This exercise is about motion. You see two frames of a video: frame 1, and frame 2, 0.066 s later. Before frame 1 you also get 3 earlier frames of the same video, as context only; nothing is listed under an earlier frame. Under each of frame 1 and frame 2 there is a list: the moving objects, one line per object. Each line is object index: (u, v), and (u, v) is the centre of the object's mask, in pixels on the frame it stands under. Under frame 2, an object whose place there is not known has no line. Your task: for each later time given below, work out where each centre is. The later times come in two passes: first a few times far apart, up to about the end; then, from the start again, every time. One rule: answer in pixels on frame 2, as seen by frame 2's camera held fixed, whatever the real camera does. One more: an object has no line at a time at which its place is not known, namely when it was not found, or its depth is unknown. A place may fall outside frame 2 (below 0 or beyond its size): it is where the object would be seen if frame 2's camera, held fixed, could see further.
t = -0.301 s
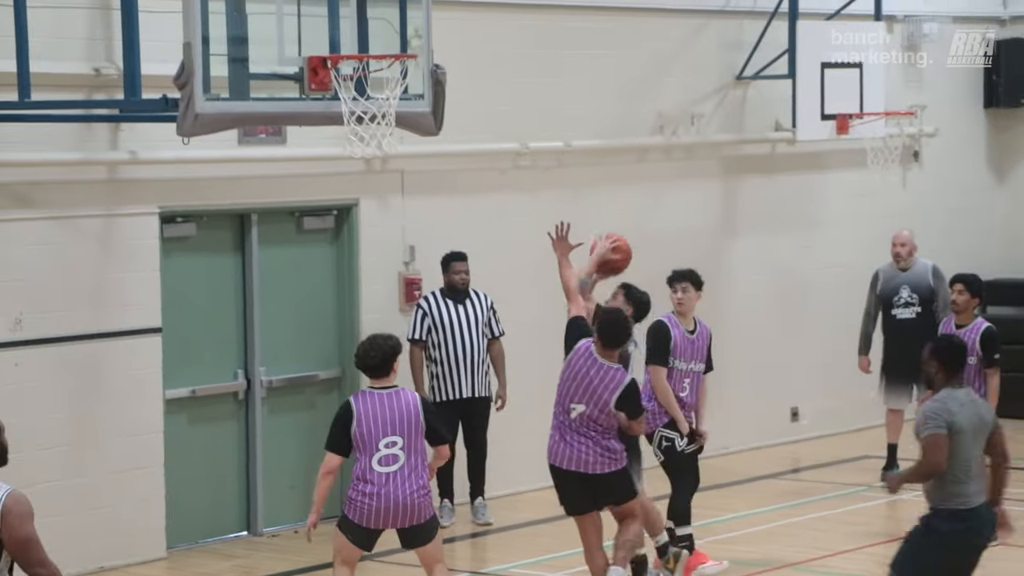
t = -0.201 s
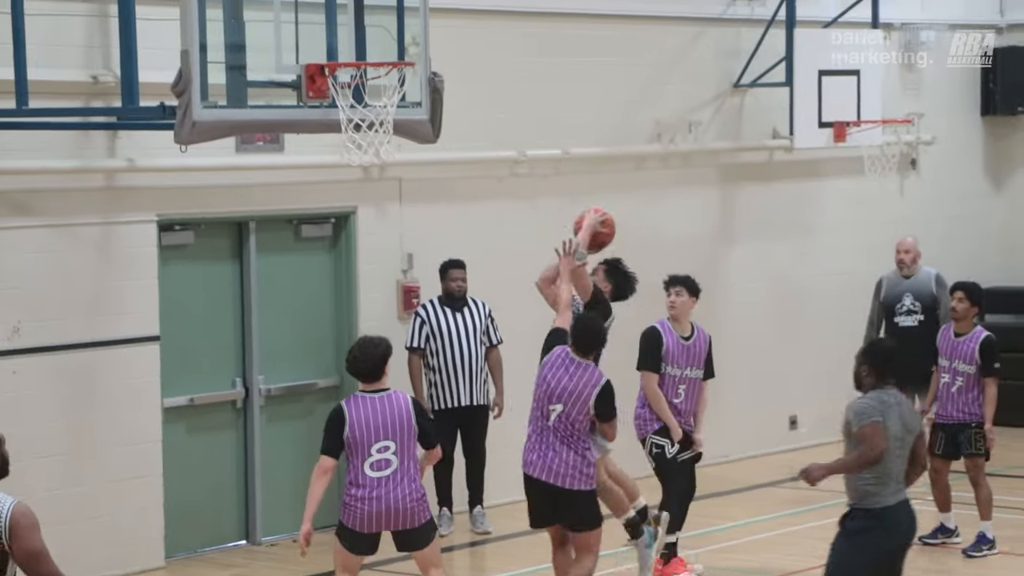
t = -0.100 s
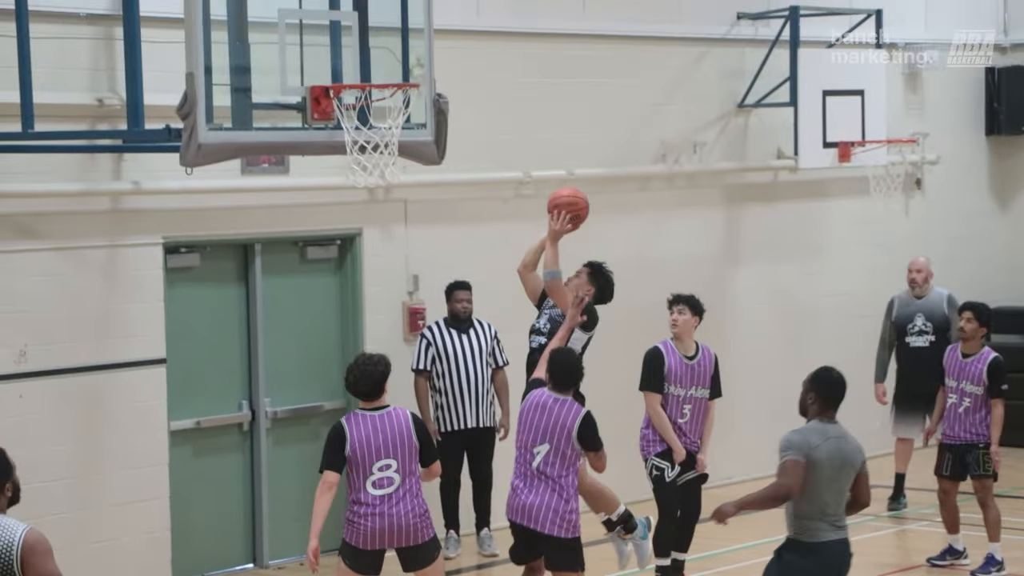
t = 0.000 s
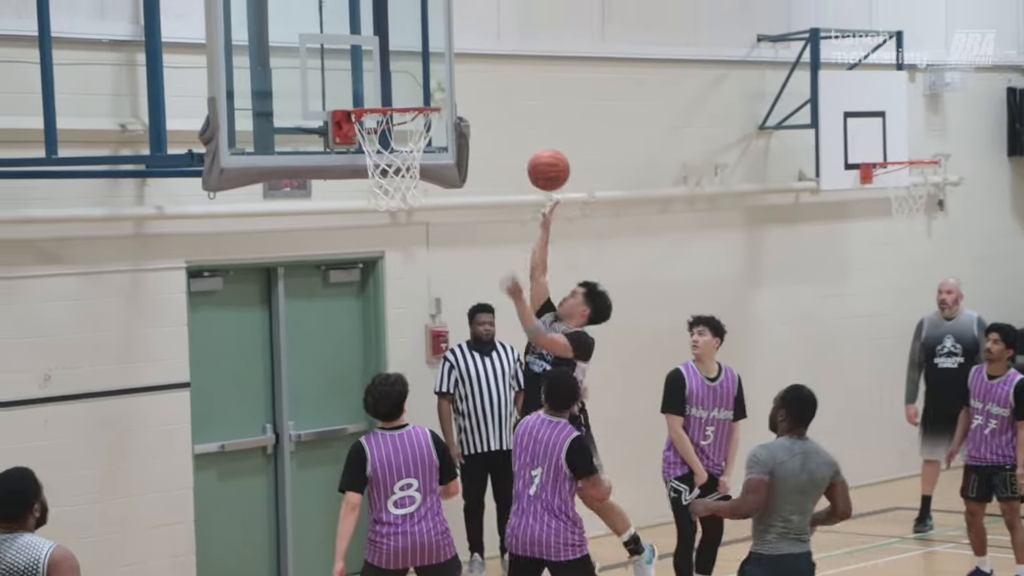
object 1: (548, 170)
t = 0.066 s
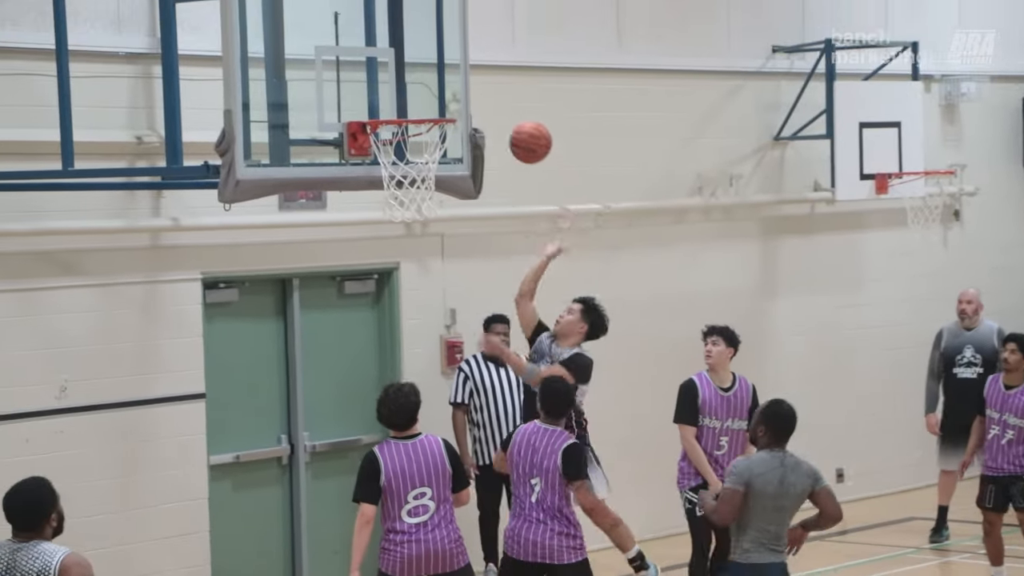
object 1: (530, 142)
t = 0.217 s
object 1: (454, 80)
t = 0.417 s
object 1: (409, 70)
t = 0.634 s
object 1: (407, 142)
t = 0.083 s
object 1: (522, 133)
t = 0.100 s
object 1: (514, 125)
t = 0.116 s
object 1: (505, 118)
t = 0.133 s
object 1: (497, 110)
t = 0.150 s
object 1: (488, 103)
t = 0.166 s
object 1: (479, 96)
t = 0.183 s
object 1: (471, 90)
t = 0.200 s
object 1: (463, 84)
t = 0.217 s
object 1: (454, 80)
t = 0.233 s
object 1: (446, 76)
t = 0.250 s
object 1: (437, 72)
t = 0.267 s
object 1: (429, 69)
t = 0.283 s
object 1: (421, 66)
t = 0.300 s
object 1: (416, 65)
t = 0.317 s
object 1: (415, 65)
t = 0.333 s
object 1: (414, 65)
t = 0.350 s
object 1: (412, 64)
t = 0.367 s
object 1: (411, 65)
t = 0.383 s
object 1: (411, 66)
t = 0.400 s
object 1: (410, 68)
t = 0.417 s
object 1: (409, 70)
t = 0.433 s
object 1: (408, 73)
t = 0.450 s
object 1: (407, 76)
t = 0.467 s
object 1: (406, 79)
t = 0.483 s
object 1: (405, 84)
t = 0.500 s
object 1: (404, 89)
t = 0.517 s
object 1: (403, 95)
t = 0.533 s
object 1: (402, 98)
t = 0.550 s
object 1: (402, 107)
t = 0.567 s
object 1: (401, 114)
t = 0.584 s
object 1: (401, 122)
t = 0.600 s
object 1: (401, 129)
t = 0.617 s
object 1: (403, 139)
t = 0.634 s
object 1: (407, 142)
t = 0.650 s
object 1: (410, 149)
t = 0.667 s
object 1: (413, 156)
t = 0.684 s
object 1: (417, 162)
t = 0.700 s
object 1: (419, 165)
